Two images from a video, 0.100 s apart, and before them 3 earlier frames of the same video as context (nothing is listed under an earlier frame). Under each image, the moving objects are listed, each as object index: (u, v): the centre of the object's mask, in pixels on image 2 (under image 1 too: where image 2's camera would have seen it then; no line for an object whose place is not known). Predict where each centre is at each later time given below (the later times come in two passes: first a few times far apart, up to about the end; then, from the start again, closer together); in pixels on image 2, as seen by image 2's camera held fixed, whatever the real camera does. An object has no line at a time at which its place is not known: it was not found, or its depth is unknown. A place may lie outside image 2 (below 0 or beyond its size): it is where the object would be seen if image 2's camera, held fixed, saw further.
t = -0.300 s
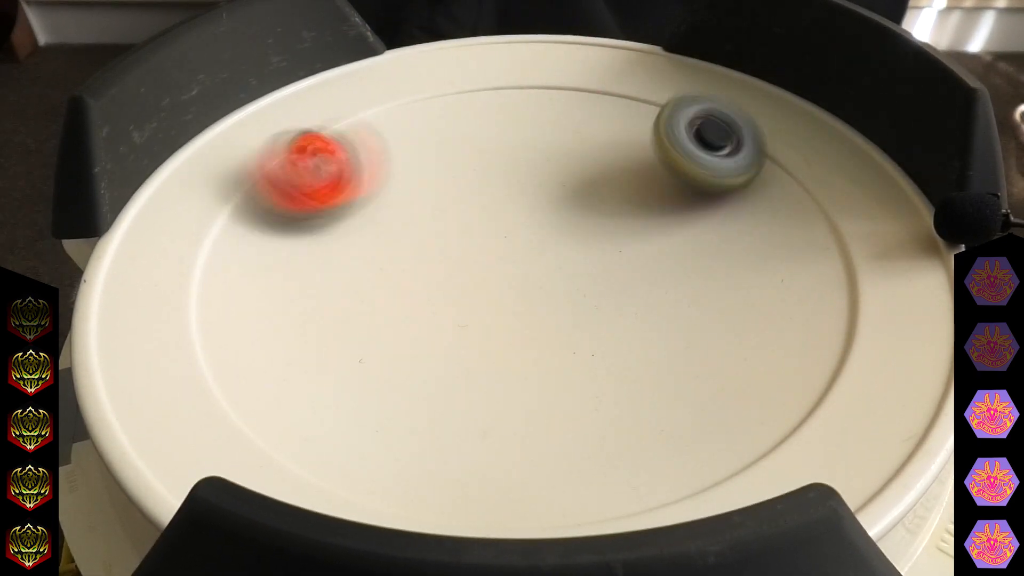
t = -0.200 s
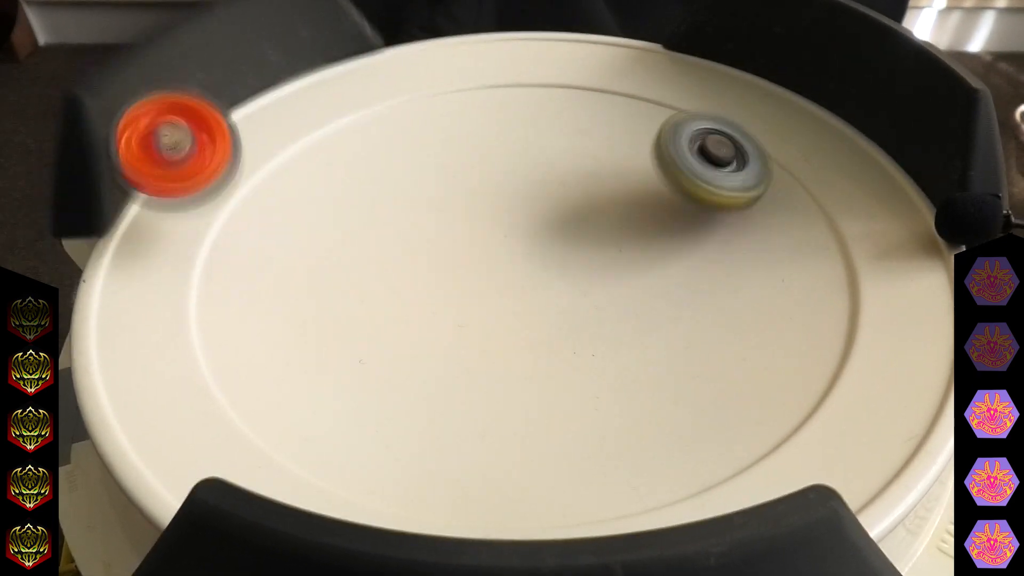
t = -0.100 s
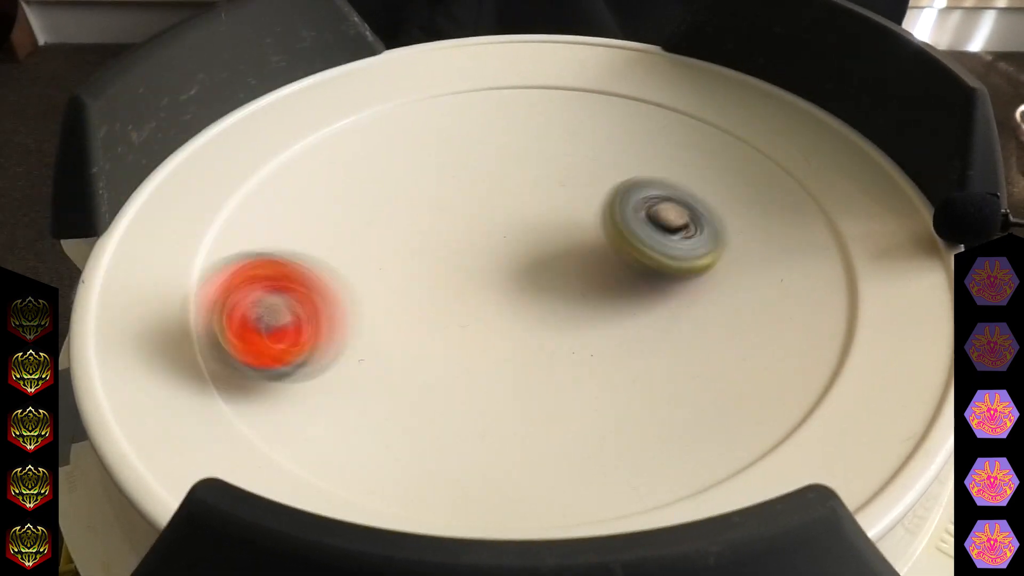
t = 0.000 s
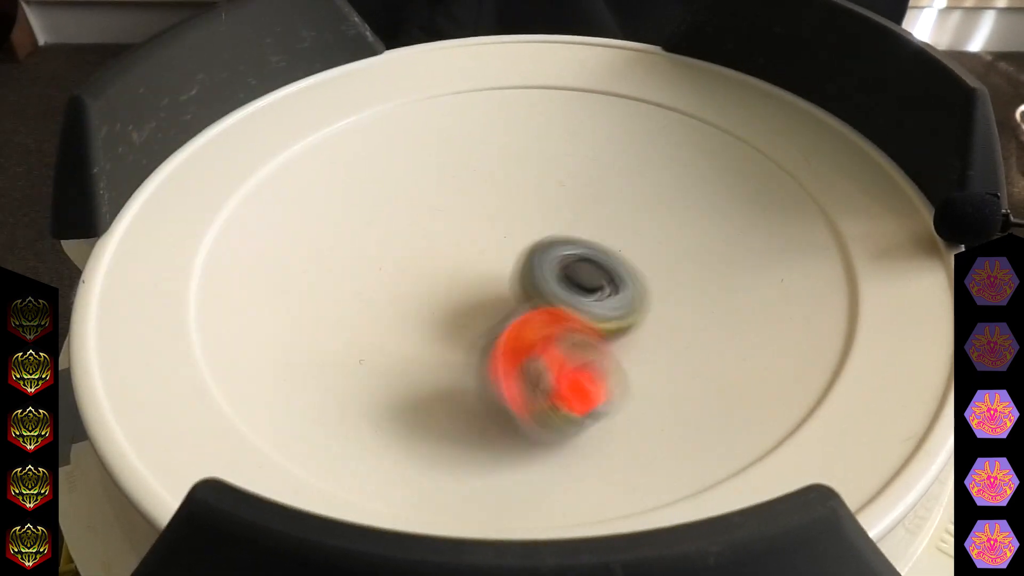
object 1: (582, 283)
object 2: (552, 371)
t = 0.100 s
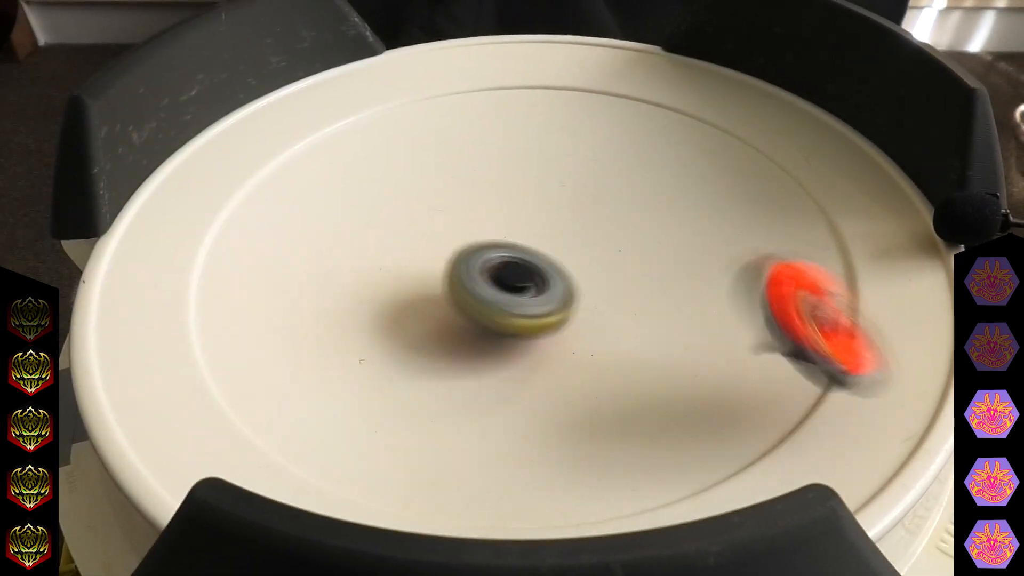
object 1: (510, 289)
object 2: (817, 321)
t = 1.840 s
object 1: (417, 222)
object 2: (531, 244)
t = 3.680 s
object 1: (417, 255)
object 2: (525, 279)
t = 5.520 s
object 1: (497, 258)
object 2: (598, 234)
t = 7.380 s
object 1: (456, 230)
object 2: (586, 246)
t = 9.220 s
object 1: (521, 258)
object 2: (592, 206)
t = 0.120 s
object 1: (498, 288)
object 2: (862, 340)
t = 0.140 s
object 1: (488, 288)
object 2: (890, 338)
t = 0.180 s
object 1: (474, 288)
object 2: (899, 275)
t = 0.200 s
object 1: (467, 289)
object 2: (898, 257)
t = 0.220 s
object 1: (464, 290)
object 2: (896, 251)
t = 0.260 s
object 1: (462, 293)
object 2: (878, 217)
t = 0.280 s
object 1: (462, 295)
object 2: (859, 192)
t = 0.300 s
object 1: (465, 298)
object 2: (838, 182)
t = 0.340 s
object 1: (473, 305)
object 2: (795, 149)
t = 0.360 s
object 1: (479, 308)
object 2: (765, 138)
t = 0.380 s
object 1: (485, 311)
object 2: (729, 124)
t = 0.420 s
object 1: (496, 319)
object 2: (641, 121)
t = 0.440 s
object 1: (501, 323)
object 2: (599, 110)
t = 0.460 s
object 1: (506, 327)
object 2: (545, 103)
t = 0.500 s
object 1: (516, 334)
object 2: (462, 93)
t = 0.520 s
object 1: (521, 338)
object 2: (414, 80)
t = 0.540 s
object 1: (524, 341)
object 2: (365, 81)
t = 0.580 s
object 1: (531, 347)
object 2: (275, 86)
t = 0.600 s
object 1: (533, 349)
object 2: (243, 109)
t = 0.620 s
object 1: (534, 352)
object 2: (205, 141)
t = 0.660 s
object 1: (533, 355)
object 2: (170, 200)
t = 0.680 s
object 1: (531, 355)
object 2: (155, 230)
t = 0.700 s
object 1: (530, 354)
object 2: (143, 270)
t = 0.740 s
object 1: (528, 349)
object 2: (147, 340)
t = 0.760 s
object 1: (527, 345)
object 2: (173, 363)
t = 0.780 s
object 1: (527, 340)
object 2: (206, 397)
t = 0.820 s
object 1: (526, 330)
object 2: (317, 464)
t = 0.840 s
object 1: (526, 323)
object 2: (368, 476)
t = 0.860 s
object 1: (527, 317)
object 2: (428, 480)
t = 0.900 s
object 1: (531, 303)
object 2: (538, 486)
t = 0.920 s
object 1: (534, 296)
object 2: (589, 482)
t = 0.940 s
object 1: (538, 288)
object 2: (636, 475)
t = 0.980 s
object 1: (545, 274)
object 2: (716, 448)
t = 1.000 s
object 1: (549, 268)
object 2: (742, 427)
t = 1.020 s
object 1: (553, 261)
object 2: (749, 393)
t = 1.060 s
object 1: (562, 249)
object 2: (752, 346)
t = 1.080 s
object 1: (566, 243)
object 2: (752, 321)
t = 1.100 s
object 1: (571, 237)
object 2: (745, 304)
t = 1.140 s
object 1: (580, 227)
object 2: (725, 267)
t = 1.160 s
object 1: (585, 223)
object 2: (711, 248)
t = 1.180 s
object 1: (583, 214)
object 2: (717, 235)
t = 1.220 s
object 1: (518, 197)
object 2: (784, 209)
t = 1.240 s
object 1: (491, 187)
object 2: (809, 198)
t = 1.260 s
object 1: (465, 177)
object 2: (816, 190)
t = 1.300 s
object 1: (420, 162)
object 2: (830, 188)
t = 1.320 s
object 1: (402, 155)
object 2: (832, 189)
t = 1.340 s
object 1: (386, 148)
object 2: (831, 192)
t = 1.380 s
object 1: (362, 138)
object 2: (820, 198)
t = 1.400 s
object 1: (353, 134)
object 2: (813, 202)
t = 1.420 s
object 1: (347, 131)
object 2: (803, 207)
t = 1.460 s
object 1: (340, 127)
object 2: (781, 216)
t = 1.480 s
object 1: (338, 126)
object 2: (769, 220)
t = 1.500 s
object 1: (339, 126)
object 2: (755, 225)
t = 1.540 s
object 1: (341, 128)
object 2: (726, 238)
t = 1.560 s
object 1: (343, 130)
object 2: (711, 243)
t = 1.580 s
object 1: (347, 134)
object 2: (694, 249)
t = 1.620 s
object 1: (356, 143)
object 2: (659, 256)
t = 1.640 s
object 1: (361, 148)
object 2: (642, 259)
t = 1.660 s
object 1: (367, 154)
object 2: (623, 258)
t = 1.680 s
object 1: (373, 161)
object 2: (606, 258)
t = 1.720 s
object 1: (387, 176)
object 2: (573, 256)
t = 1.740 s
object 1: (394, 183)
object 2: (559, 254)
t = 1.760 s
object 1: (401, 191)
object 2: (546, 253)
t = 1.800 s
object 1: (415, 208)
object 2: (527, 246)
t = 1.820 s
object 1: (420, 216)
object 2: (523, 245)
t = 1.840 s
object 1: (417, 222)
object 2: (531, 244)
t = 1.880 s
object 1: (411, 231)
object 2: (546, 242)
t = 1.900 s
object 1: (409, 237)
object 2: (553, 242)
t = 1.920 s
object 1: (407, 242)
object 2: (558, 239)
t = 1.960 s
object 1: (405, 254)
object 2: (566, 239)
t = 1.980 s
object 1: (405, 260)
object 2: (567, 239)
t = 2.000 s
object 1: (406, 265)
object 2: (567, 238)
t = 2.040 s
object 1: (410, 277)
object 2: (564, 239)
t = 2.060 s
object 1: (414, 283)
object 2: (563, 239)
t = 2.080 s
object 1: (417, 290)
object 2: (561, 239)
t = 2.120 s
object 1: (427, 301)
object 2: (560, 240)
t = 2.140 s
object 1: (433, 306)
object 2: (560, 240)
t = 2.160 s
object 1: (439, 311)
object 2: (560, 240)
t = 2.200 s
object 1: (454, 320)
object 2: (560, 240)
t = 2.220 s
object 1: (461, 324)
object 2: (560, 240)
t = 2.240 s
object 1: (470, 327)
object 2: (560, 240)
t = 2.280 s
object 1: (488, 333)
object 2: (560, 240)
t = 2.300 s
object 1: (497, 335)
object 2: (560, 240)
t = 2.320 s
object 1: (506, 337)
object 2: (560, 240)
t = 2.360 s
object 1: (525, 338)
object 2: (560, 240)
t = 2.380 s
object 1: (535, 338)
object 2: (560, 240)
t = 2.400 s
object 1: (545, 338)
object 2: (560, 240)
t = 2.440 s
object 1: (562, 334)
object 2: (560, 240)
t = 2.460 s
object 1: (572, 332)
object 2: (560, 240)
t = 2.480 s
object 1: (580, 329)
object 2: (560, 240)
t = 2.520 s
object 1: (595, 322)
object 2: (560, 240)
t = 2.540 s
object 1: (602, 319)
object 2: (560, 240)
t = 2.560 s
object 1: (608, 314)
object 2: (560, 241)
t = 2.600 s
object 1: (620, 304)
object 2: (560, 240)
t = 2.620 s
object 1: (624, 299)
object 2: (560, 240)
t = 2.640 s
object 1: (628, 293)
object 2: (560, 240)
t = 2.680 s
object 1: (635, 280)
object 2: (560, 240)
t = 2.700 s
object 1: (636, 274)
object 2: (560, 241)
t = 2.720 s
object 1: (638, 269)
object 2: (560, 241)
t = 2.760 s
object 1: (641, 258)
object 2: (547, 234)
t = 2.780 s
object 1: (640, 253)
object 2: (542, 237)
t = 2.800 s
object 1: (638, 248)
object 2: (539, 235)
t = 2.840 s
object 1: (631, 238)
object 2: (536, 237)
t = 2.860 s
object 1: (629, 234)
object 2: (534, 237)
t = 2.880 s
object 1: (626, 229)
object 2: (531, 238)
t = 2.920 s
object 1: (619, 218)
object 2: (527, 240)
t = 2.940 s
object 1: (616, 215)
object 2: (522, 242)
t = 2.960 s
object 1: (612, 207)
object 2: (512, 246)
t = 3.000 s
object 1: (605, 199)
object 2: (497, 252)
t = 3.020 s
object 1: (600, 196)
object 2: (493, 255)
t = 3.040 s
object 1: (593, 194)
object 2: (490, 257)
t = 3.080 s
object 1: (576, 190)
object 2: (490, 259)
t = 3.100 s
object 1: (568, 188)
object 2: (489, 259)
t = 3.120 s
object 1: (559, 186)
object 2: (489, 259)
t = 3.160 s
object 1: (543, 184)
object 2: (489, 259)
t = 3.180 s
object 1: (535, 183)
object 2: (489, 259)
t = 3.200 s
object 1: (526, 182)
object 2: (489, 259)
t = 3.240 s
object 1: (507, 182)
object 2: (489, 261)
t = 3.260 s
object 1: (498, 182)
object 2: (489, 264)
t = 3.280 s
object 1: (488, 183)
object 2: (490, 266)
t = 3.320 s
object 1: (471, 186)
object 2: (490, 267)
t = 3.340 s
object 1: (462, 188)
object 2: (490, 267)
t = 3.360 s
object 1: (454, 191)
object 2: (490, 267)
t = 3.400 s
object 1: (439, 199)
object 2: (495, 269)
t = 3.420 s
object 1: (433, 202)
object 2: (496, 269)
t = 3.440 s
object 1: (427, 205)
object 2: (496, 269)
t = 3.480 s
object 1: (419, 213)
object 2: (501, 275)
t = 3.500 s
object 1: (416, 216)
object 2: (505, 278)
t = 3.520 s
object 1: (414, 217)
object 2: (508, 280)
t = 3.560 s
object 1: (412, 224)
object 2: (510, 284)
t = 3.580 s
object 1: (412, 227)
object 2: (509, 285)
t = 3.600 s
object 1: (412, 232)
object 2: (509, 286)
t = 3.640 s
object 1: (413, 239)
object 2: (508, 286)
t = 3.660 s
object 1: (416, 247)
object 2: (510, 285)
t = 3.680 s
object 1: (417, 255)
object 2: (525, 279)
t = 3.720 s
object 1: (379, 260)
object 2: (585, 269)
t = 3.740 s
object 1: (364, 262)
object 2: (608, 265)
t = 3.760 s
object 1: (350, 267)
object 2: (629, 259)
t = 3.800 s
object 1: (331, 271)
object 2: (660, 249)
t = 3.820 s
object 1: (328, 271)
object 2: (670, 246)
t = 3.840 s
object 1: (325, 276)
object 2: (677, 242)
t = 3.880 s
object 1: (330, 277)
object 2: (679, 240)
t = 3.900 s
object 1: (336, 279)
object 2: (677, 239)
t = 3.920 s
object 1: (344, 281)
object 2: (674, 239)
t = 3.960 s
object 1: (363, 282)
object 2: (666, 238)
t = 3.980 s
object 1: (375, 283)
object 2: (660, 238)
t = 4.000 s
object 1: (386, 282)
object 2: (653, 238)
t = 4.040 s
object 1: (410, 281)
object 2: (638, 240)
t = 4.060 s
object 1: (422, 278)
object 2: (631, 240)
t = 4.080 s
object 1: (434, 276)
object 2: (623, 244)
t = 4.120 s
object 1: (457, 268)
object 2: (609, 251)
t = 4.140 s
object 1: (467, 265)
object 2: (603, 256)
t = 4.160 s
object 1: (477, 261)
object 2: (598, 258)
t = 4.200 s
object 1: (494, 250)
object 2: (589, 264)
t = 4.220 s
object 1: (500, 246)
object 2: (588, 266)
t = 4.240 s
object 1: (501, 241)
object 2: (591, 266)
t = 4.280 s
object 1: (501, 231)
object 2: (591, 266)
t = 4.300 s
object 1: (502, 226)
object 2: (591, 265)
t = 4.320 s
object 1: (502, 221)
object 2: (590, 265)
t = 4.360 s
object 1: (501, 214)
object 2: (588, 265)
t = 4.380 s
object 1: (500, 211)
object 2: (587, 265)
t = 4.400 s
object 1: (498, 208)
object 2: (587, 265)
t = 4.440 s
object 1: (493, 203)
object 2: (587, 265)
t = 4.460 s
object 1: (491, 200)
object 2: (586, 264)
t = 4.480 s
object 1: (488, 199)
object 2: (586, 264)
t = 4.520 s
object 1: (482, 196)
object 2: (586, 265)
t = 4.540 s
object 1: (479, 195)
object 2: (587, 265)
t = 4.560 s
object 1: (476, 195)
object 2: (587, 265)
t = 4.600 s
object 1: (469, 195)
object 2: (587, 265)
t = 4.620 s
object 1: (465, 196)
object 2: (587, 265)
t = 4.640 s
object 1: (462, 197)
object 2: (587, 265)
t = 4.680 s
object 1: (455, 200)
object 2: (587, 265)
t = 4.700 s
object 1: (452, 202)
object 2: (587, 265)
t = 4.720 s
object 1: (449, 204)
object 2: (587, 265)
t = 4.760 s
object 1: (445, 211)
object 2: (587, 265)
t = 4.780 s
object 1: (444, 214)
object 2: (587, 265)
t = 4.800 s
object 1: (443, 218)
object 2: (587, 265)
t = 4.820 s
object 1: (442, 222)
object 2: (587, 265)
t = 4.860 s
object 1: (444, 230)
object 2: (587, 265)
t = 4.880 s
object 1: (445, 235)
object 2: (587, 265)
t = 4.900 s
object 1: (448, 239)
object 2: (587, 265)
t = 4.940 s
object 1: (453, 248)
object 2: (587, 265)
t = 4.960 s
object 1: (457, 252)
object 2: (587, 265)
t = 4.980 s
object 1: (461, 255)
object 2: (587, 265)
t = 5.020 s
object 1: (472, 263)
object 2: (587, 265)
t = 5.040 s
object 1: (478, 259)
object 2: (587, 265)
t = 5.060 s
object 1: (480, 256)
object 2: (591, 264)
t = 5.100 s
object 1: (475, 264)
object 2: (601, 263)
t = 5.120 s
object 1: (472, 266)
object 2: (603, 264)
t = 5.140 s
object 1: (474, 271)
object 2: (603, 264)
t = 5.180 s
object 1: (473, 276)
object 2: (603, 265)
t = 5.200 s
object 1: (475, 274)
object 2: (602, 264)
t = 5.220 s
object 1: (477, 276)
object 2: (601, 264)
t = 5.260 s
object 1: (485, 280)
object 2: (599, 262)
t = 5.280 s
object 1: (491, 280)
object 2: (599, 260)
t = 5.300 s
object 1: (497, 279)
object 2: (599, 258)
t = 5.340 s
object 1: (509, 275)
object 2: (601, 253)
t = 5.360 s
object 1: (512, 273)
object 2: (602, 251)
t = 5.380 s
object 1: (513, 269)
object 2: (604, 249)
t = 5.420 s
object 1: (516, 264)
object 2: (606, 250)
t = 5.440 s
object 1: (517, 261)
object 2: (606, 246)
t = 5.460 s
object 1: (513, 260)
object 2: (604, 242)
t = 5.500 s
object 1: (502, 259)
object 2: (601, 236)
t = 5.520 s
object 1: (497, 258)
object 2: (598, 234)
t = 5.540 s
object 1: (493, 258)
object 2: (596, 233)
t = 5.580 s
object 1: (485, 254)
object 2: (592, 231)
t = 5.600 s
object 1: (482, 252)
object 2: (591, 231)
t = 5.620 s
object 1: (478, 250)
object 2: (589, 231)
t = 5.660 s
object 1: (470, 246)
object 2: (589, 232)
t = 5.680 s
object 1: (467, 243)
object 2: (589, 233)
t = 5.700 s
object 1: (464, 241)
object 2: (589, 235)
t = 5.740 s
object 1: (458, 236)
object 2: (590, 239)
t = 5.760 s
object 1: (456, 233)
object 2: (590, 241)
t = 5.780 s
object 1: (455, 231)
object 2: (591, 242)
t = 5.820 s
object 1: (454, 225)
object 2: (590, 242)
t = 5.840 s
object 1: (455, 222)
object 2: (589, 242)
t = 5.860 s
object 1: (457, 220)
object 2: (587, 241)
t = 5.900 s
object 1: (462, 215)
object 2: (585, 240)
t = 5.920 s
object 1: (466, 214)
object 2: (584, 241)
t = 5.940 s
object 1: (470, 212)
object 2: (584, 241)
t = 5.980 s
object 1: (479, 211)
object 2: (583, 241)
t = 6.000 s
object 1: (484, 211)
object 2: (584, 241)
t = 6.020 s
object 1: (488, 212)
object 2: (585, 238)
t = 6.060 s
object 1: (490, 217)
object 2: (587, 233)
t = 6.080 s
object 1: (482, 218)
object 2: (594, 233)
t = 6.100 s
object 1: (473, 220)
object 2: (603, 231)
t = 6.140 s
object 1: (460, 222)
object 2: (611, 230)
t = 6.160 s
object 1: (454, 223)
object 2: (612, 230)
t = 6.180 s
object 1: (451, 224)
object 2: (612, 230)
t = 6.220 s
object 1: (445, 226)
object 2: (610, 231)
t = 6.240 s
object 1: (443, 227)
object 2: (609, 232)
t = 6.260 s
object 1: (441, 228)
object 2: (608, 233)
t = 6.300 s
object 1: (437, 231)
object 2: (605, 238)
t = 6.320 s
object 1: (436, 234)
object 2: (604, 241)
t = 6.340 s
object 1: (435, 237)
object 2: (604, 244)
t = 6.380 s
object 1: (436, 241)
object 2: (603, 249)
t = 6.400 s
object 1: (436, 243)
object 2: (603, 250)
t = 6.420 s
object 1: (439, 246)
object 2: (602, 251)
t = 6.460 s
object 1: (442, 251)
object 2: (601, 252)
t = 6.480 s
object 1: (445, 253)
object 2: (601, 252)
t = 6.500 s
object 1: (447, 254)
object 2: (600, 251)
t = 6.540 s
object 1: (456, 259)
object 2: (598, 249)
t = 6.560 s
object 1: (459, 260)
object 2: (596, 248)
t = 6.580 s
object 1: (463, 262)
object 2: (594, 246)
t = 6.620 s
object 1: (471, 263)
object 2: (591, 245)
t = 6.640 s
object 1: (475, 263)
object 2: (590, 245)
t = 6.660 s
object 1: (480, 264)
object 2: (590, 246)
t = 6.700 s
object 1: (488, 263)
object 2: (590, 246)
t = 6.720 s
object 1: (493, 262)
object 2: (591, 245)
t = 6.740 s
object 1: (497, 261)
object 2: (592, 245)
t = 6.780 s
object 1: (502, 258)
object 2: (593, 245)
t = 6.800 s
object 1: (505, 257)
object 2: (594, 245)
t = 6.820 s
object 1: (507, 254)
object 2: (595, 246)
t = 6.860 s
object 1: (511, 250)
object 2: (595, 247)
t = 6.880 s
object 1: (511, 248)
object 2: (595, 247)
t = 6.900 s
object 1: (512, 245)
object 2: (595, 247)
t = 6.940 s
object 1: (513, 240)
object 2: (595, 248)
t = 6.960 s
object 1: (512, 238)
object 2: (594, 248)
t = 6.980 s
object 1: (511, 236)
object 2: (594, 248)
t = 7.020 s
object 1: (508, 232)
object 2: (592, 248)
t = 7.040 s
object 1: (506, 230)
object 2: (592, 248)
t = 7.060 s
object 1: (504, 229)
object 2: (591, 247)
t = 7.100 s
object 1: (499, 225)
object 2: (590, 247)
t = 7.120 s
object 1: (497, 224)
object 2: (588, 247)
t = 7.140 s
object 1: (493, 223)
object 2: (587, 247)
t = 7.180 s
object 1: (486, 221)
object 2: (586, 247)
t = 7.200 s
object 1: (483, 221)
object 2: (587, 246)
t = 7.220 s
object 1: (479, 220)
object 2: (587, 246)
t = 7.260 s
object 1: (472, 222)
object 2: (587, 246)
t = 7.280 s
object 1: (469, 222)
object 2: (586, 246)
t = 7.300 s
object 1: (466, 223)
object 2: (586, 246)
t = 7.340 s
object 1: (460, 226)
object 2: (586, 246)
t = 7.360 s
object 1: (458, 228)
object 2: (586, 246)
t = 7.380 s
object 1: (456, 230)
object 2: (586, 246)
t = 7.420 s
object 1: (454, 234)
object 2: (587, 246)
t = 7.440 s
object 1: (453, 236)
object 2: (587, 246)
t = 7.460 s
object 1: (453, 239)
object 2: (586, 246)
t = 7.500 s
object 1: (454, 244)
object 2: (586, 246)
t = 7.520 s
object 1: (455, 246)
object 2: (587, 246)
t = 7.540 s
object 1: (457, 249)
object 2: (587, 246)
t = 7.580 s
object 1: (462, 253)
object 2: (587, 246)
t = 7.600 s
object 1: (464, 255)
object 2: (586, 247)
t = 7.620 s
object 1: (468, 257)
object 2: (586, 247)
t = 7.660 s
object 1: (475, 260)
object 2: (586, 246)
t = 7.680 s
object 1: (479, 261)
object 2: (587, 247)
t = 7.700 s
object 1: (483, 261)
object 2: (588, 246)
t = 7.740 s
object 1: (492, 262)
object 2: (590, 245)
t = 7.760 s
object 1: (496, 263)
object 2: (591, 245)
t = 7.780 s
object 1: (500, 262)
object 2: (592, 244)
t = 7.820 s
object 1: (506, 260)
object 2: (594, 244)
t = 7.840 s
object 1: (508, 258)
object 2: (597, 243)
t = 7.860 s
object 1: (510, 257)
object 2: (598, 243)
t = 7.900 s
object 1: (513, 255)
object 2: (600, 242)
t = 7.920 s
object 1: (512, 254)
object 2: (601, 240)
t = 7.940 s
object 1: (506, 258)
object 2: (602, 237)
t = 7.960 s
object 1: (500, 262)
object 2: (602, 235)
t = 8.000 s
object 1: (492, 267)
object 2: (603, 234)
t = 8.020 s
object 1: (489, 269)
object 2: (602, 234)
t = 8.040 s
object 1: (486, 271)
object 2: (602, 234)
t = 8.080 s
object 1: (485, 274)
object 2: (599, 234)
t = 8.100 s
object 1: (486, 275)
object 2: (596, 234)
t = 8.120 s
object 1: (486, 276)
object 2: (594, 233)
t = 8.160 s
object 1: (488, 277)
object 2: (588, 230)
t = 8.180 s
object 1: (489, 278)
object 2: (585, 229)
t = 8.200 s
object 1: (490, 278)
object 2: (583, 228)
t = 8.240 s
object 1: (490, 279)
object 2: (581, 227)
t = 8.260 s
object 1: (489, 280)
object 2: (581, 227)
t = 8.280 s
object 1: (489, 279)
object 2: (581, 228)
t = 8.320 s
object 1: (489, 271)
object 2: (582, 230)
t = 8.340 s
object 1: (489, 269)
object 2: (582, 230)
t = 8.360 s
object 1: (489, 267)
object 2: (581, 230)
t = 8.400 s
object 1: (489, 261)
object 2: (582, 230)
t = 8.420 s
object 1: (489, 260)
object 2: (581, 231)
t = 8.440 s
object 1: (488, 258)
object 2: (582, 230)
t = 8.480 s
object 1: (485, 256)
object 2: (581, 230)
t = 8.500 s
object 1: (483, 254)
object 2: (581, 230)
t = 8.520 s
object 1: (481, 252)
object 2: (580, 231)
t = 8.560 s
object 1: (478, 251)
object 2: (580, 231)
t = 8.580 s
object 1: (477, 251)
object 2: (579, 231)
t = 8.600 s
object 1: (477, 251)
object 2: (579, 231)
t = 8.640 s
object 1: (474, 251)
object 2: (578, 231)
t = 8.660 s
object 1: (474, 252)
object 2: (577, 231)
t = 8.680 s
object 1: (475, 252)
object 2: (577, 231)
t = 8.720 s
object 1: (477, 253)
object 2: (577, 231)
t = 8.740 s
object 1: (478, 254)
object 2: (576, 231)
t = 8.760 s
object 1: (480, 255)
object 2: (577, 231)
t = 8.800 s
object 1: (482, 259)
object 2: (577, 231)
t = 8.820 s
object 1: (483, 263)
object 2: (578, 227)
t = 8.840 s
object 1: (480, 270)
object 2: (584, 220)
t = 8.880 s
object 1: (480, 280)
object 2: (588, 213)
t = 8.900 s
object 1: (481, 284)
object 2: (587, 211)
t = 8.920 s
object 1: (484, 290)
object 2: (586, 211)
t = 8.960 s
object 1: (488, 294)
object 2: (584, 212)
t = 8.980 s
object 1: (494, 295)
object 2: (583, 213)
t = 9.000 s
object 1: (497, 294)
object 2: (583, 213)
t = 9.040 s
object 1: (502, 289)
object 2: (583, 213)
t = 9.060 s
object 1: (505, 289)
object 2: (583, 213)
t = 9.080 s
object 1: (509, 285)
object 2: (583, 211)
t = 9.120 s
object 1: (514, 281)
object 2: (585, 210)
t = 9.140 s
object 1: (515, 274)
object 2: (587, 208)
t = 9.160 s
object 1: (518, 270)
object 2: (588, 207)
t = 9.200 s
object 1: (520, 263)
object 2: (591, 206)
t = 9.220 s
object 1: (521, 258)
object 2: (592, 206)
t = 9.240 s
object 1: (519, 258)
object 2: (592, 205)
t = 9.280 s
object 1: (515, 252)
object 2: (593, 204)
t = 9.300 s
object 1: (513, 249)
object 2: (593, 204)
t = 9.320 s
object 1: (511, 249)
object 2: (593, 205)
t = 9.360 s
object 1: (507, 251)
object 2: (590, 208)
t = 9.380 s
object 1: (502, 249)
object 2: (589, 209)
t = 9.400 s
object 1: (497, 251)
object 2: (588, 209)
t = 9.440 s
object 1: (485, 256)
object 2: (583, 211)
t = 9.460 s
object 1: (480, 259)
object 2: (582, 211)
